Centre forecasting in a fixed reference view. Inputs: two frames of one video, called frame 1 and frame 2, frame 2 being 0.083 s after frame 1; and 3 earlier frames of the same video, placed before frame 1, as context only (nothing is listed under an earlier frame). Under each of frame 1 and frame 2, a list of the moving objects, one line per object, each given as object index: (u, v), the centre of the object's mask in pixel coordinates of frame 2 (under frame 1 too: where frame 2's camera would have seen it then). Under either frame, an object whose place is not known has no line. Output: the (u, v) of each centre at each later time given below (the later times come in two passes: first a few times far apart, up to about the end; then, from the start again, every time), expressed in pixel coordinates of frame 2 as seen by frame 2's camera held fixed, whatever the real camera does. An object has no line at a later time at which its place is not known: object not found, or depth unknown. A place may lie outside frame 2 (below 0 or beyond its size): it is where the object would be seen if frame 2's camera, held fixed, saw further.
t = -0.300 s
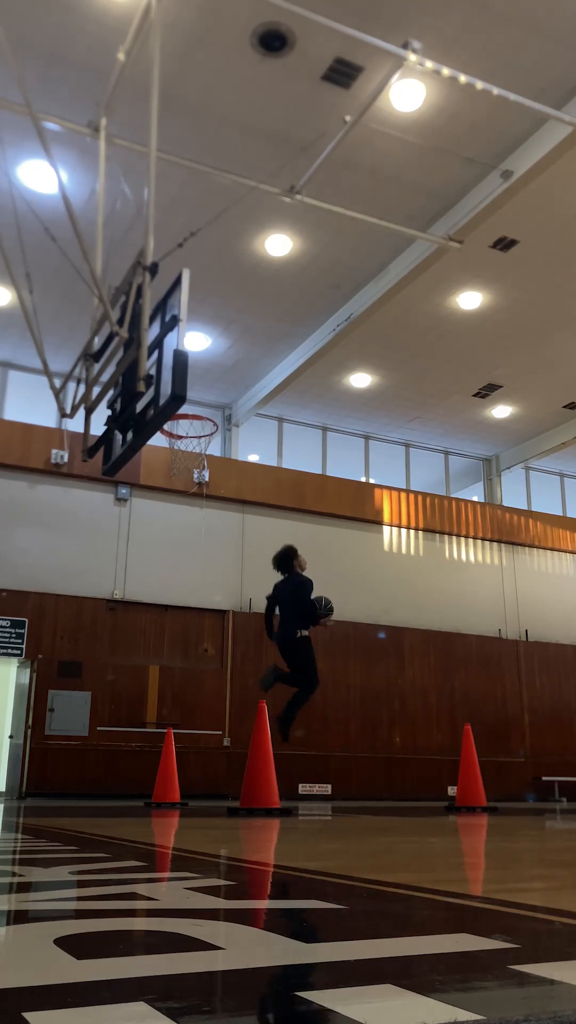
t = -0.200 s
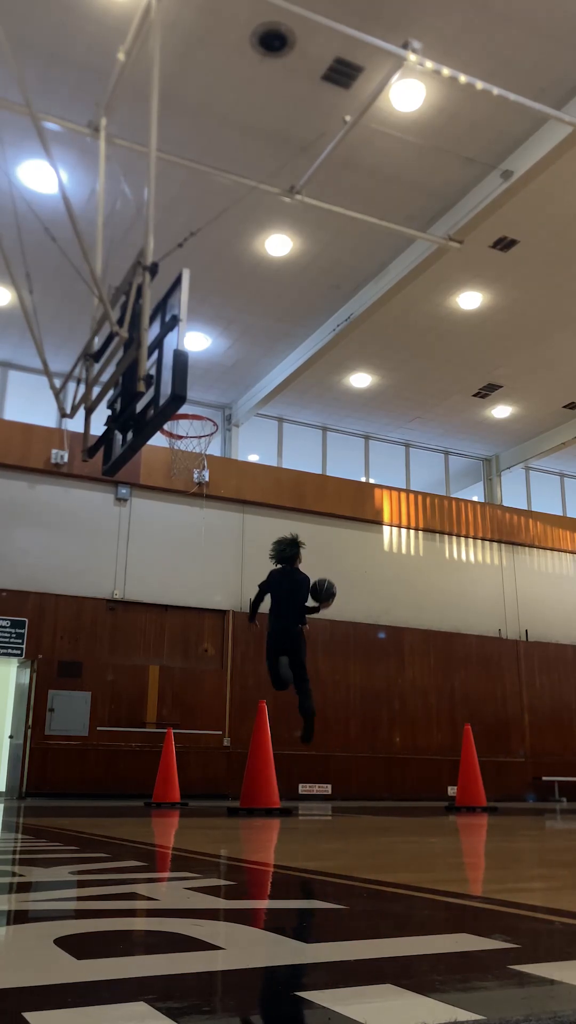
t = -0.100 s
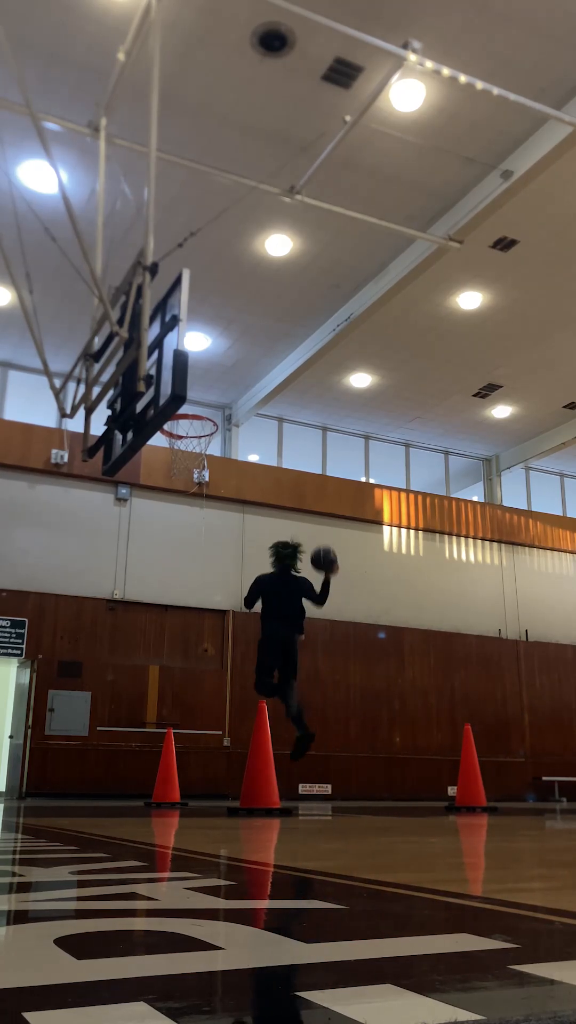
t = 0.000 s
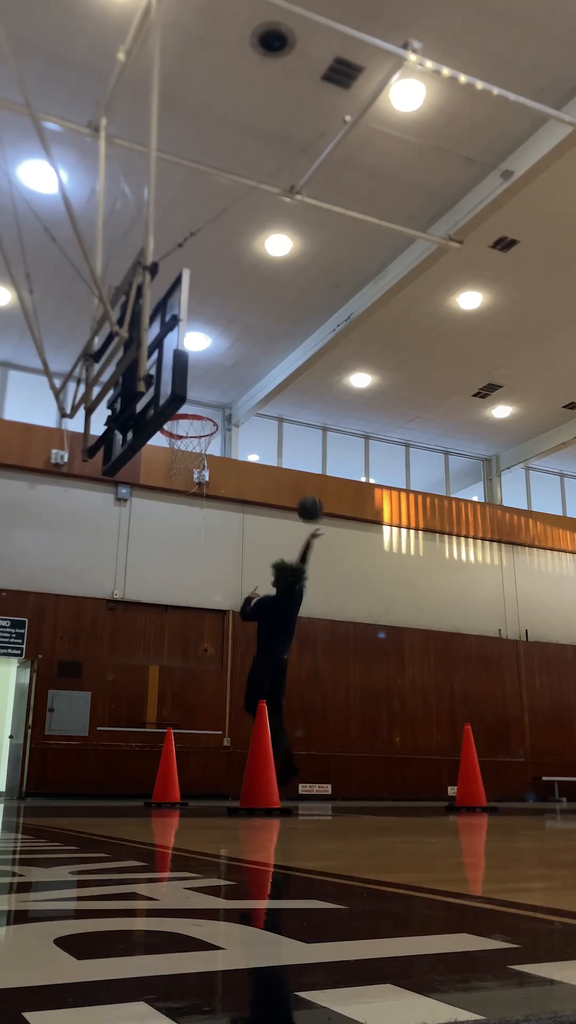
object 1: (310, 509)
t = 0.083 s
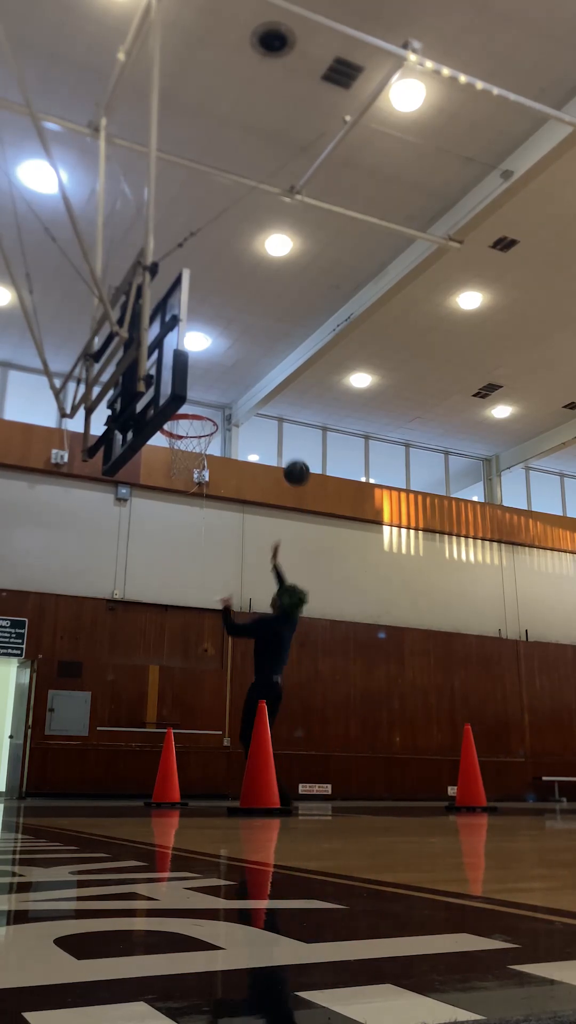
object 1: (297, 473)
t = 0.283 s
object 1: (264, 413)
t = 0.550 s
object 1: (219, 397)
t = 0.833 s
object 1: (194, 383)
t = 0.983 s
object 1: (192, 396)
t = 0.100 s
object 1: (294, 466)
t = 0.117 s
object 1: (291, 459)
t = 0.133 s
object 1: (288, 453)
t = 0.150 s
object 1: (286, 448)
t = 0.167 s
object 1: (283, 443)
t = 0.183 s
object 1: (280, 438)
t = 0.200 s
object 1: (278, 432)
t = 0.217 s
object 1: (275, 428)
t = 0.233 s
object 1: (272, 424)
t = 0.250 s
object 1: (270, 420)
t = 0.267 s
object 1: (267, 417)
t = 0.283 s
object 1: (264, 413)
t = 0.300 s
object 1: (262, 410)
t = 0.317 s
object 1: (259, 407)
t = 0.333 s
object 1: (256, 405)
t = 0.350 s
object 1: (253, 402)
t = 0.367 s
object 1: (250, 400)
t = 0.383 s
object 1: (248, 399)
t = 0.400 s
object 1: (245, 397)
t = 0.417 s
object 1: (242, 396)
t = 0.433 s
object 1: (239, 395)
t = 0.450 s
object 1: (236, 395)
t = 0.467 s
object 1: (233, 394)
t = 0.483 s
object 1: (230, 394)
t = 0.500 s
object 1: (227, 395)
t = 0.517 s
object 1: (224, 395)
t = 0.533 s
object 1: (221, 396)
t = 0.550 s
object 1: (219, 397)
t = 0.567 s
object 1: (215, 399)
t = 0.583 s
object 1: (213, 400)
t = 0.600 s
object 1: (209, 402)
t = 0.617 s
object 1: (207, 403)
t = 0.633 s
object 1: (205, 400)
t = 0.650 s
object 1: (204, 397)
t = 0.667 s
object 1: (203, 394)
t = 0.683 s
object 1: (201, 392)
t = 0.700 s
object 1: (200, 389)
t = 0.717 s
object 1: (199, 388)
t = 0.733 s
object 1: (199, 386)
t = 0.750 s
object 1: (198, 385)
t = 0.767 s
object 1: (197, 384)
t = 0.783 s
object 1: (196, 383)
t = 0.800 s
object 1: (195, 383)
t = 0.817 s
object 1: (195, 382)
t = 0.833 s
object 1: (194, 383)
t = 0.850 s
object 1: (193, 383)
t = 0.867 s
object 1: (193, 384)
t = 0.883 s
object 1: (192, 386)
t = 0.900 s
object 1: (191, 387)
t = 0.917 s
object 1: (190, 390)
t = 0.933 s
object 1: (191, 391)
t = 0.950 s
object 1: (191, 392)
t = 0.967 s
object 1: (191, 394)
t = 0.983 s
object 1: (192, 396)
